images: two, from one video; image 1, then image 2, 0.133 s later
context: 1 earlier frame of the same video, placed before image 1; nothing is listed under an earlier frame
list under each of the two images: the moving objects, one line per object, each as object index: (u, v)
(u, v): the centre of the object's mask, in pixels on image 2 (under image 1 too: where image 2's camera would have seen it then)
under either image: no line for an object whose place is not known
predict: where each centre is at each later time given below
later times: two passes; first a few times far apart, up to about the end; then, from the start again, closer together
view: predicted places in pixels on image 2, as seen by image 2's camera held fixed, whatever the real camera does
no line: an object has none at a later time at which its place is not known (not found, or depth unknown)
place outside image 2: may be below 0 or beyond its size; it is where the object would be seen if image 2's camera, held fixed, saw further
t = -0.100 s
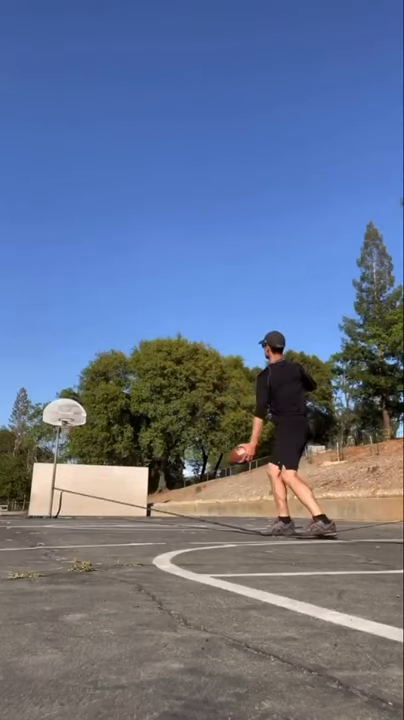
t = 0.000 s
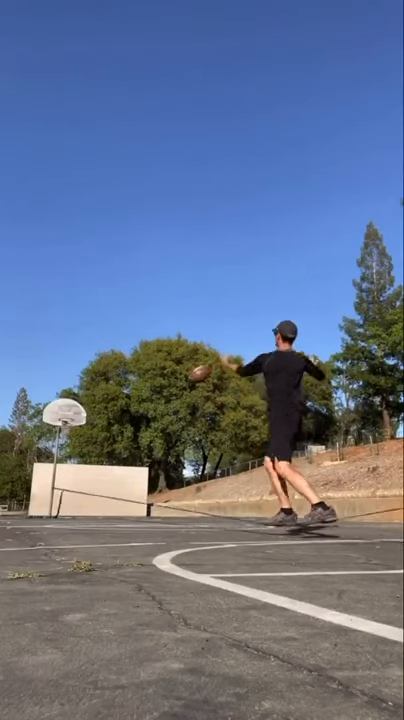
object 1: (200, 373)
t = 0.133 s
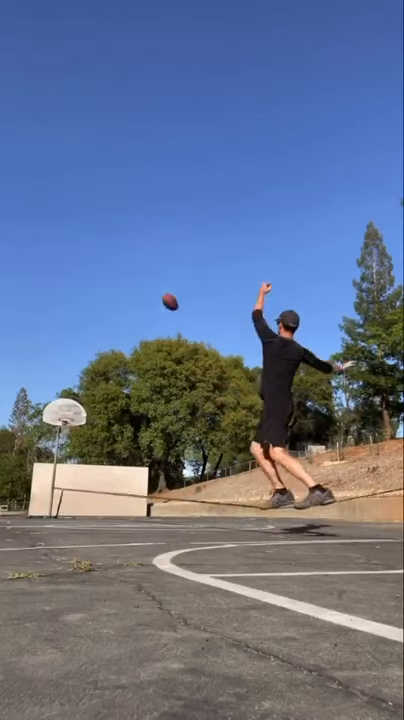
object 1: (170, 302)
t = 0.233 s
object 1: (155, 272)
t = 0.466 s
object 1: (128, 246)
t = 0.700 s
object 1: (111, 252)
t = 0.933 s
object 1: (97, 276)
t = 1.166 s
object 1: (85, 313)
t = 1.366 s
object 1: (75, 352)
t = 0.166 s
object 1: (165, 290)
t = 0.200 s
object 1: (159, 280)
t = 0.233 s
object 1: (155, 272)
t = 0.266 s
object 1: (150, 266)
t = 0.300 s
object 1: (146, 260)
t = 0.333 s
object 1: (142, 255)
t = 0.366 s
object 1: (138, 251)
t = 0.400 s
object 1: (135, 249)
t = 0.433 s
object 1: (131, 247)
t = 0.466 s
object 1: (128, 246)
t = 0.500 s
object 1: (126, 246)
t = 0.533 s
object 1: (123, 245)
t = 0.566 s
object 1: (121, 246)
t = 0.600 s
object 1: (118, 247)
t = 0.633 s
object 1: (115, 248)
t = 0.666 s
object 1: (113, 249)
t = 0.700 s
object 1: (111, 252)
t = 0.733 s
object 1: (108, 254)
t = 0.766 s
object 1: (107, 257)
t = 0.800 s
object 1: (104, 260)
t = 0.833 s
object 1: (102, 264)
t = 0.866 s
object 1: (100, 268)
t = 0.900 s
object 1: (99, 272)
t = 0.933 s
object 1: (97, 276)
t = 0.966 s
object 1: (95, 280)
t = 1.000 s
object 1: (94, 285)
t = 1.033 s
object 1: (91, 291)
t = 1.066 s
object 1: (90, 296)
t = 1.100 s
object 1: (88, 301)
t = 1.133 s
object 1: (87, 307)
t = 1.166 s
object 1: (85, 313)
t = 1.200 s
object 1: (83, 319)
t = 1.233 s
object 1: (82, 325)
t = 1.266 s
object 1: (80, 332)
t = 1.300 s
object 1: (79, 338)
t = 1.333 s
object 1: (76, 345)
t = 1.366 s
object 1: (75, 352)
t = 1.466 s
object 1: (71, 374)
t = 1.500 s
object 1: (69, 381)
